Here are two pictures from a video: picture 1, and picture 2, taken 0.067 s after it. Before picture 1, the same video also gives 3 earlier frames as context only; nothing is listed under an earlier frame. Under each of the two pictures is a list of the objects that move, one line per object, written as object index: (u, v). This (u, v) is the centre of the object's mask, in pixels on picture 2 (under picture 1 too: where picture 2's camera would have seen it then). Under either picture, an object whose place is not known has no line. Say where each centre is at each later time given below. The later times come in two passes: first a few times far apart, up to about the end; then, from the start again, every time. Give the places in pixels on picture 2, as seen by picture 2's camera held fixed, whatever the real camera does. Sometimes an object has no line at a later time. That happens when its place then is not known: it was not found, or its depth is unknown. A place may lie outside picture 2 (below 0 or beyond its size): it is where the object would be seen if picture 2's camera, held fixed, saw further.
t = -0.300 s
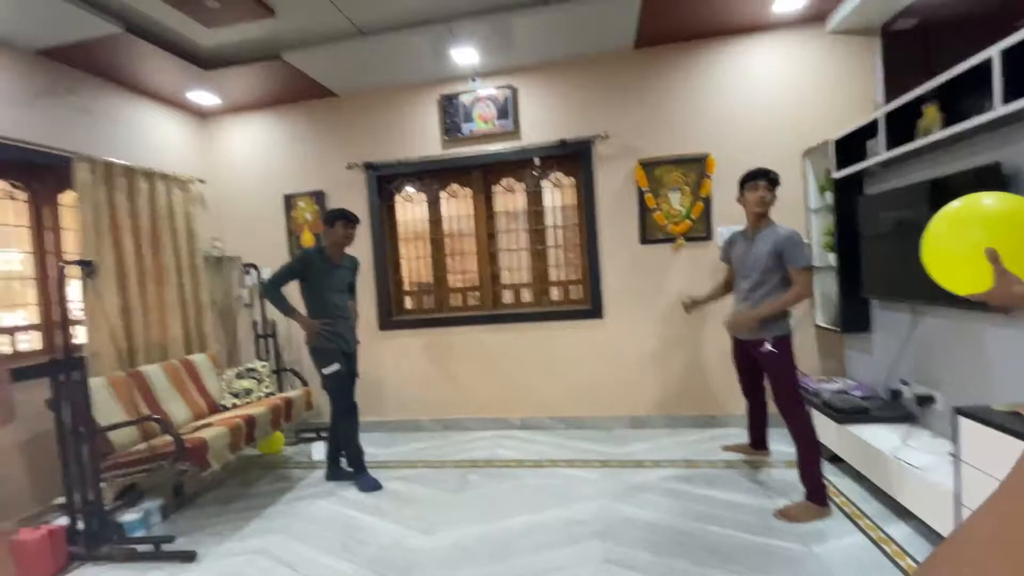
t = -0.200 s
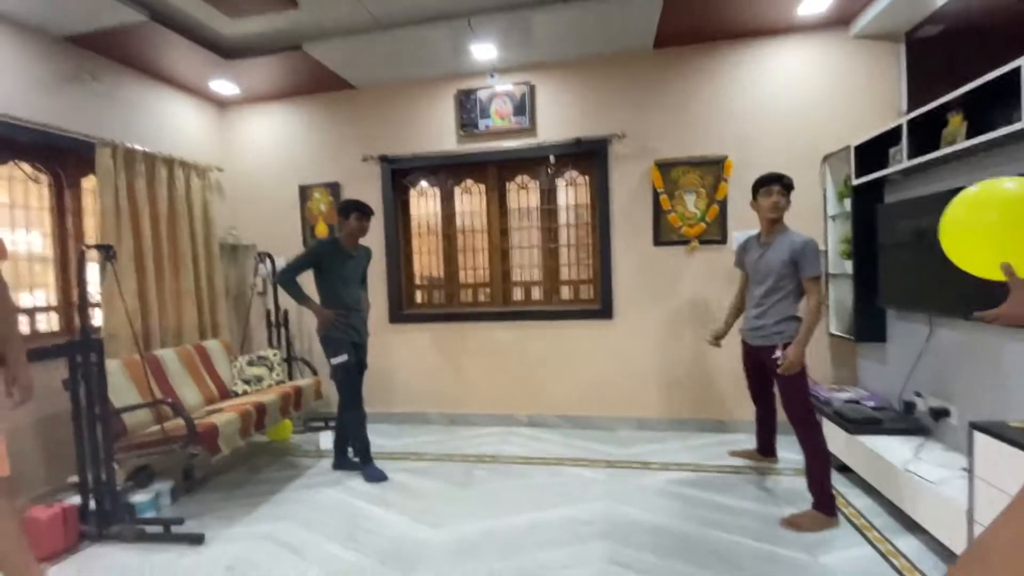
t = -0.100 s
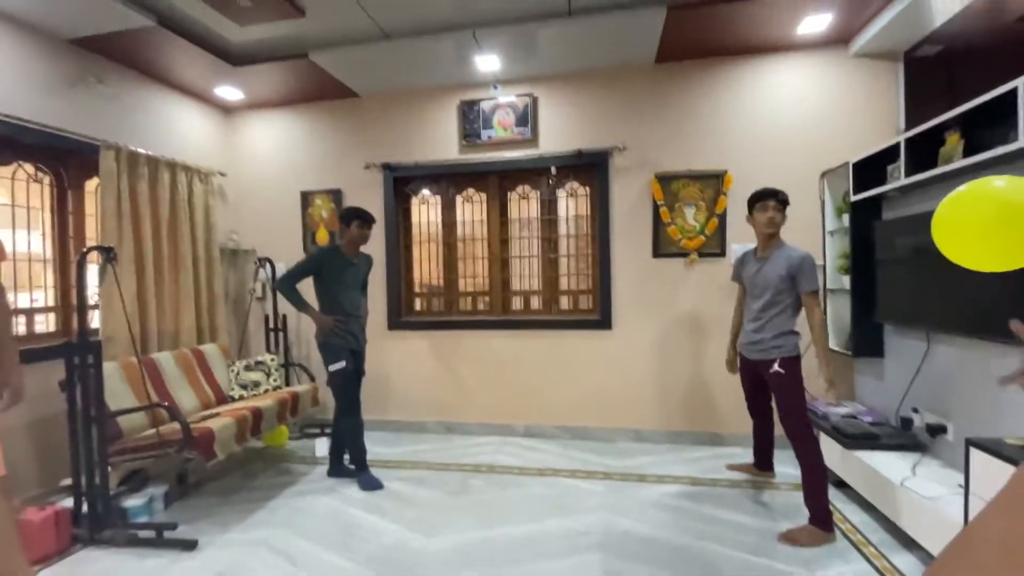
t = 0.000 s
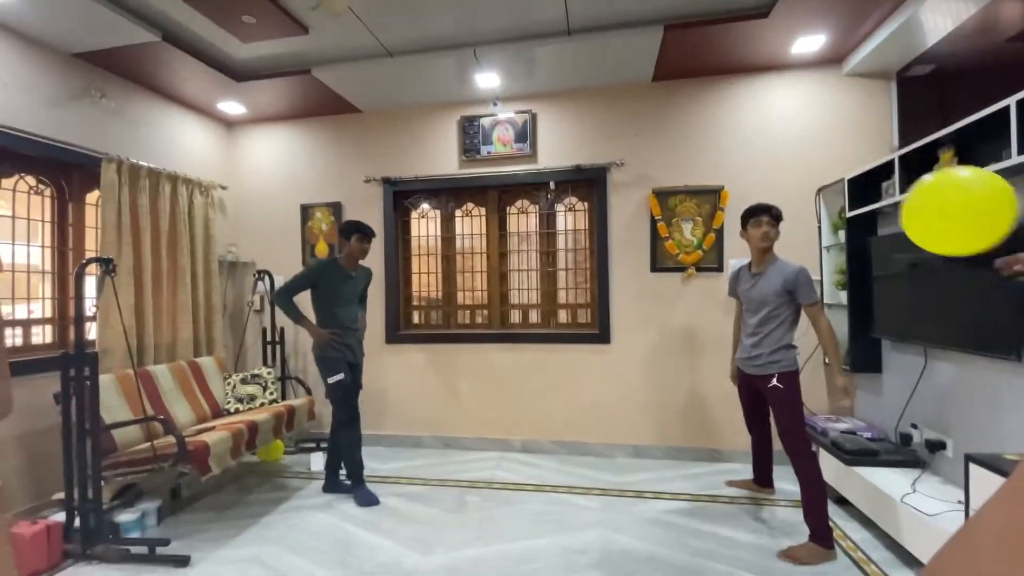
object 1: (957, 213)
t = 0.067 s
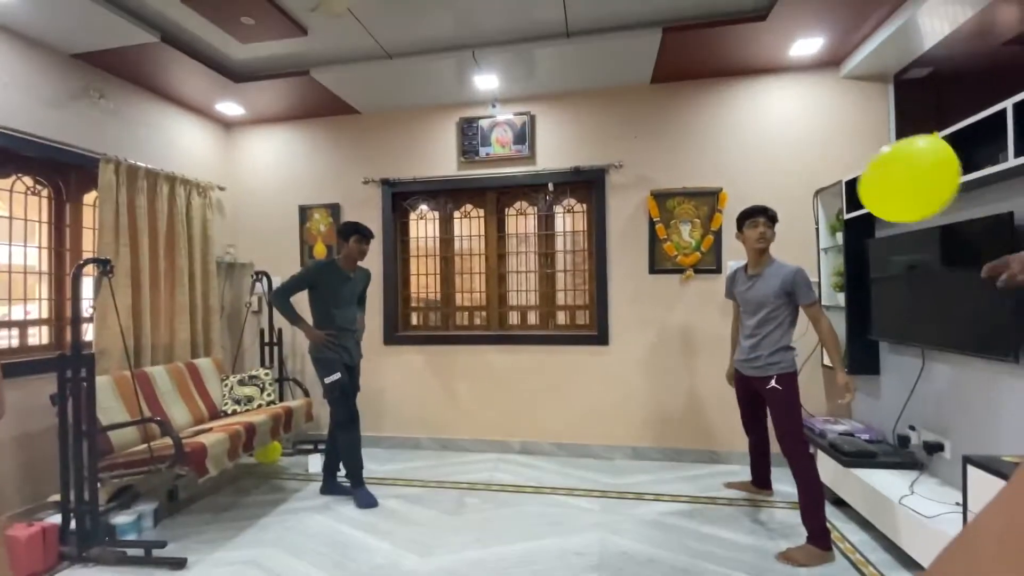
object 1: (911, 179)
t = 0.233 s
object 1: (832, 133)
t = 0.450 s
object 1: (778, 111)
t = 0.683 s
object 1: (747, 105)
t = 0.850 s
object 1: (735, 108)
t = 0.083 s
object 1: (902, 173)
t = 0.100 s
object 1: (893, 167)
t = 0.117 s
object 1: (884, 162)
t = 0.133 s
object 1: (875, 157)
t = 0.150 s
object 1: (866, 152)
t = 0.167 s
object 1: (858, 148)
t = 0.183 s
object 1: (850, 144)
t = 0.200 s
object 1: (844, 140)
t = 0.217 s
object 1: (838, 136)
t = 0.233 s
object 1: (832, 133)
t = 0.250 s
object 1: (827, 130)
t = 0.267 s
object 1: (821, 127)
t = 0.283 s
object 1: (817, 125)
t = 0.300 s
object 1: (812, 123)
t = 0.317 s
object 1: (807, 121)
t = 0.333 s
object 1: (804, 118)
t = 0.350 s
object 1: (799, 117)
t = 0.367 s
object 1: (796, 115)
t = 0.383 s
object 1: (792, 114)
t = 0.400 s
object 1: (788, 112)
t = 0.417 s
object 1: (784, 112)
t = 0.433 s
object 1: (781, 111)
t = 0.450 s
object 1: (778, 111)
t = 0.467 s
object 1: (775, 110)
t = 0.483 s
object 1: (772, 109)
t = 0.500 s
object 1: (769, 109)
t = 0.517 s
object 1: (766, 108)
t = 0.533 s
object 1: (764, 108)
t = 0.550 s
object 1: (761, 107)
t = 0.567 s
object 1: (760, 106)
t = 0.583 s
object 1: (757, 106)
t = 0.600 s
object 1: (755, 106)
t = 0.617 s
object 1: (753, 106)
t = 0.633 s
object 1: (752, 106)
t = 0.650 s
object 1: (750, 106)
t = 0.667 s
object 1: (749, 105)
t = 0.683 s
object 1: (747, 105)
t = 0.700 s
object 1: (746, 105)
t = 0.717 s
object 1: (745, 105)
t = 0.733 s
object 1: (743, 105)
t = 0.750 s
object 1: (742, 105)
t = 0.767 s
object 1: (741, 106)
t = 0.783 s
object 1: (740, 106)
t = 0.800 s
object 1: (739, 107)
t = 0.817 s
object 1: (738, 107)
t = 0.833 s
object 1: (737, 108)
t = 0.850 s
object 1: (735, 108)
